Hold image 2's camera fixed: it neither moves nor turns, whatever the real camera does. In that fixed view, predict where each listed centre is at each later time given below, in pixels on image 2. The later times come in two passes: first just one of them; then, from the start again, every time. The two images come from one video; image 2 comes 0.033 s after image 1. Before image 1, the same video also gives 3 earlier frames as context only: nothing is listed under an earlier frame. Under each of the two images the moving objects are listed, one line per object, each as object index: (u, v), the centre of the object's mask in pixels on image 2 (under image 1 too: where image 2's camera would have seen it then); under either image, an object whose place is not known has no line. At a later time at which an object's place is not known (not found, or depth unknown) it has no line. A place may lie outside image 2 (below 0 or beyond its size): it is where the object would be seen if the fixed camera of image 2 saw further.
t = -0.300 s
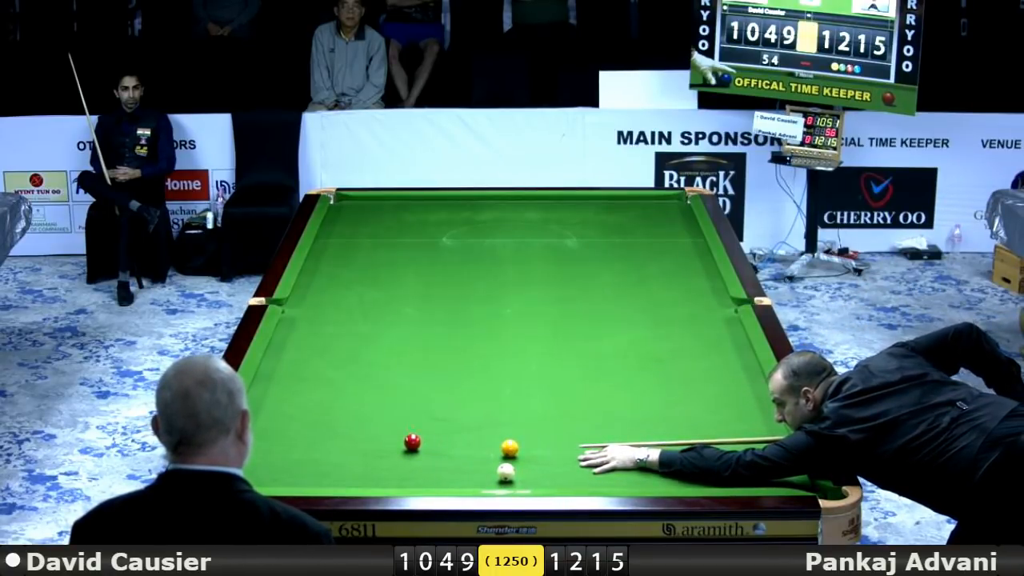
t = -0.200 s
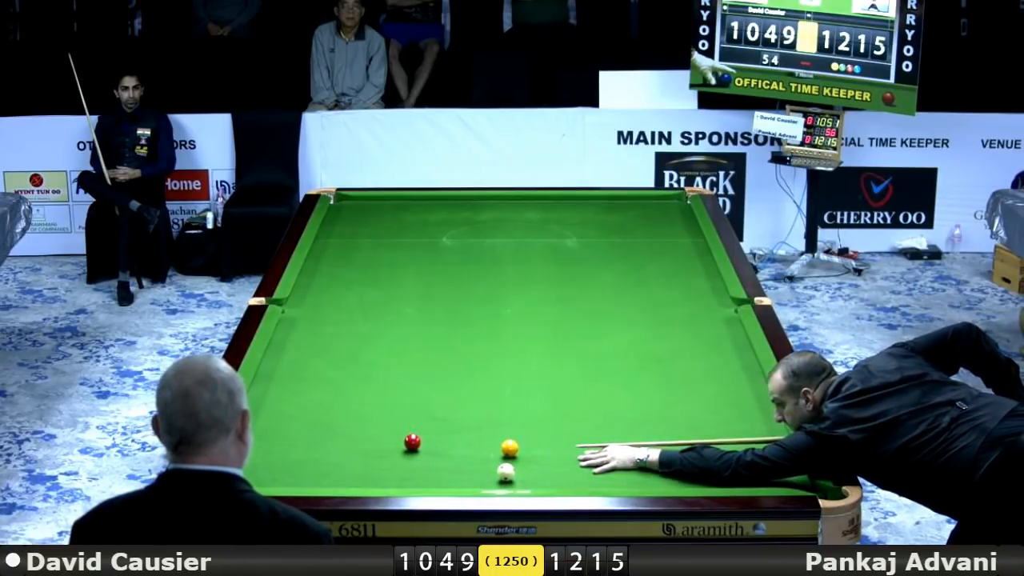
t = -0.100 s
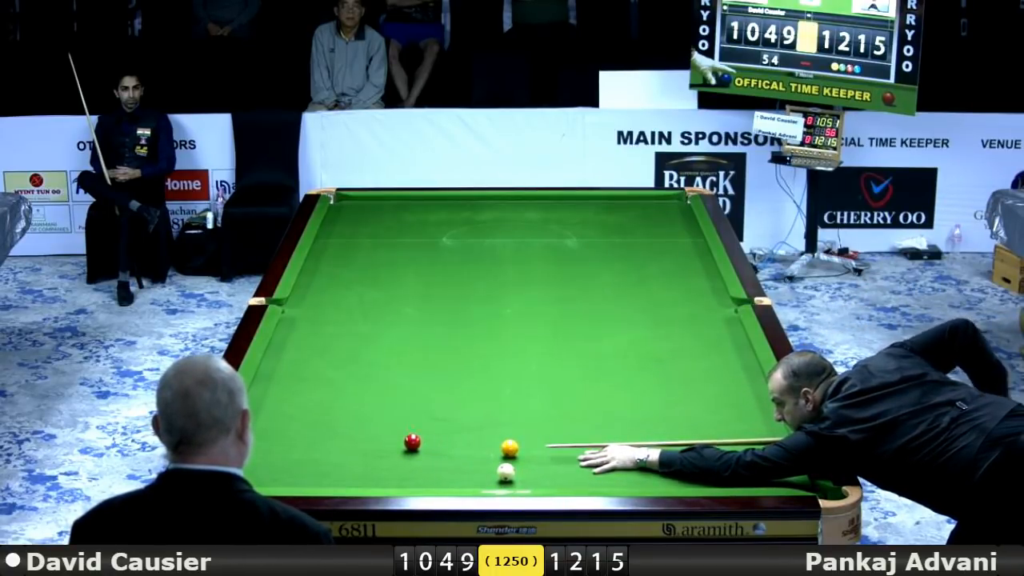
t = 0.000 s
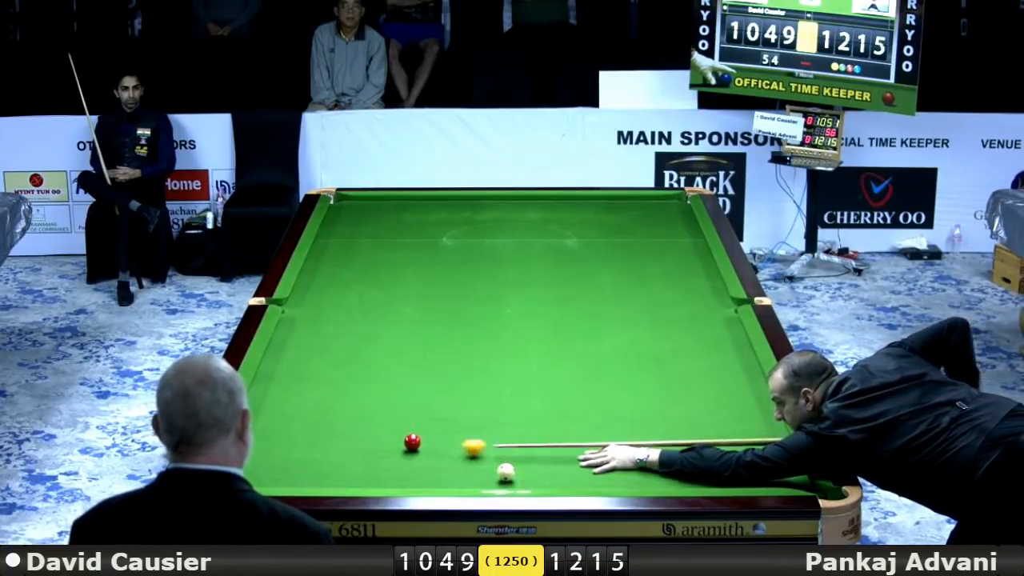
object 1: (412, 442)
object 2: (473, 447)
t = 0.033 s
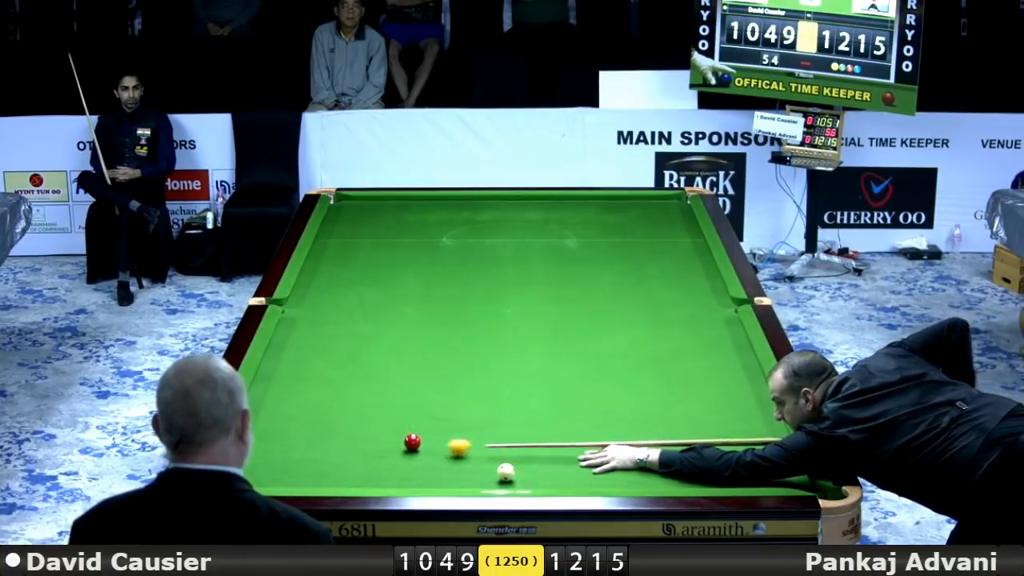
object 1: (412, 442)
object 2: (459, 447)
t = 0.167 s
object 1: (390, 432)
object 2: (381, 457)
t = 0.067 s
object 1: (412, 442)
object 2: (430, 447)
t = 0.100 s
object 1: (404, 437)
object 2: (409, 451)
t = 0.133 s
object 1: (399, 436)
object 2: (400, 453)
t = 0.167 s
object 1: (390, 432)
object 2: (381, 457)
